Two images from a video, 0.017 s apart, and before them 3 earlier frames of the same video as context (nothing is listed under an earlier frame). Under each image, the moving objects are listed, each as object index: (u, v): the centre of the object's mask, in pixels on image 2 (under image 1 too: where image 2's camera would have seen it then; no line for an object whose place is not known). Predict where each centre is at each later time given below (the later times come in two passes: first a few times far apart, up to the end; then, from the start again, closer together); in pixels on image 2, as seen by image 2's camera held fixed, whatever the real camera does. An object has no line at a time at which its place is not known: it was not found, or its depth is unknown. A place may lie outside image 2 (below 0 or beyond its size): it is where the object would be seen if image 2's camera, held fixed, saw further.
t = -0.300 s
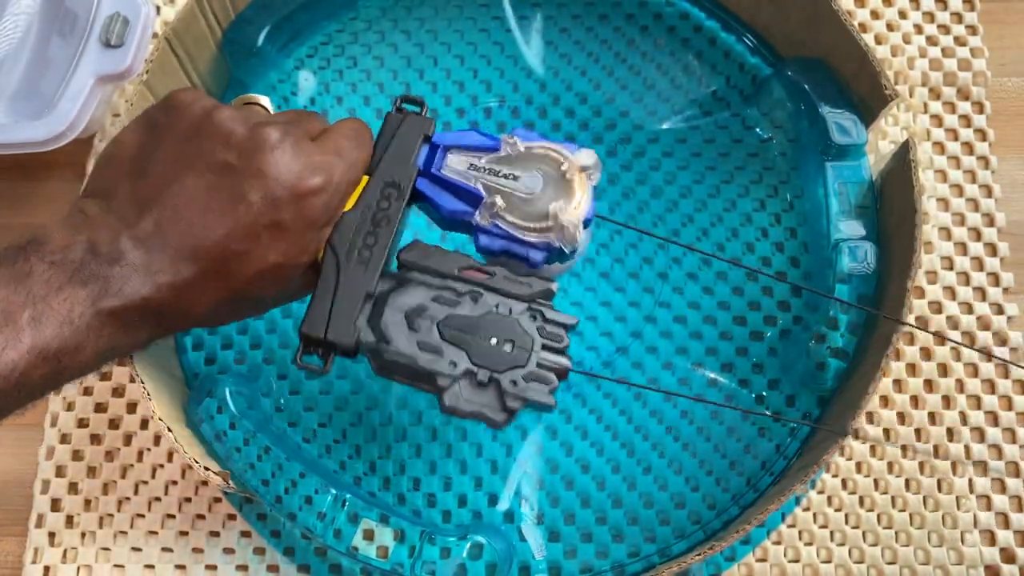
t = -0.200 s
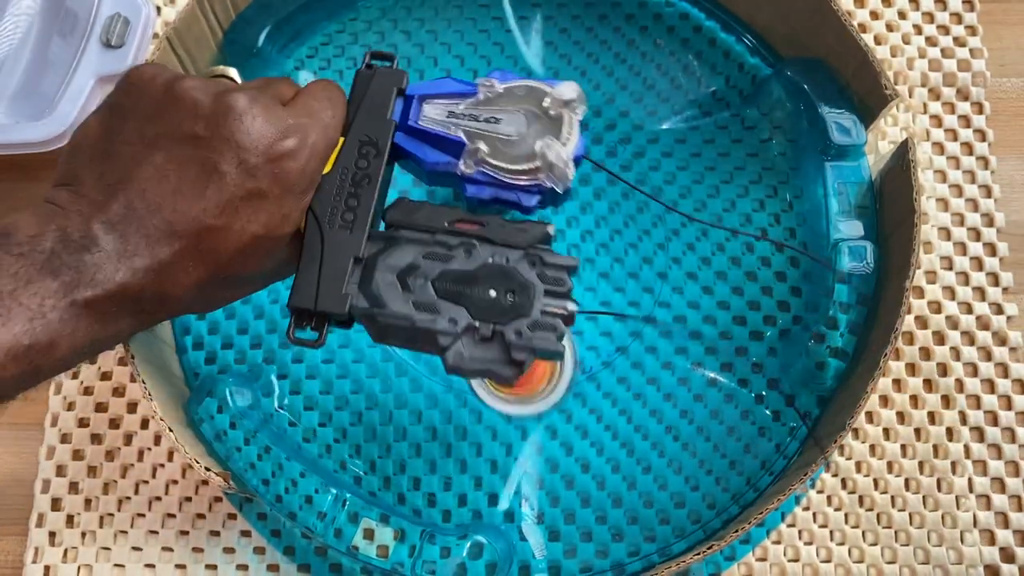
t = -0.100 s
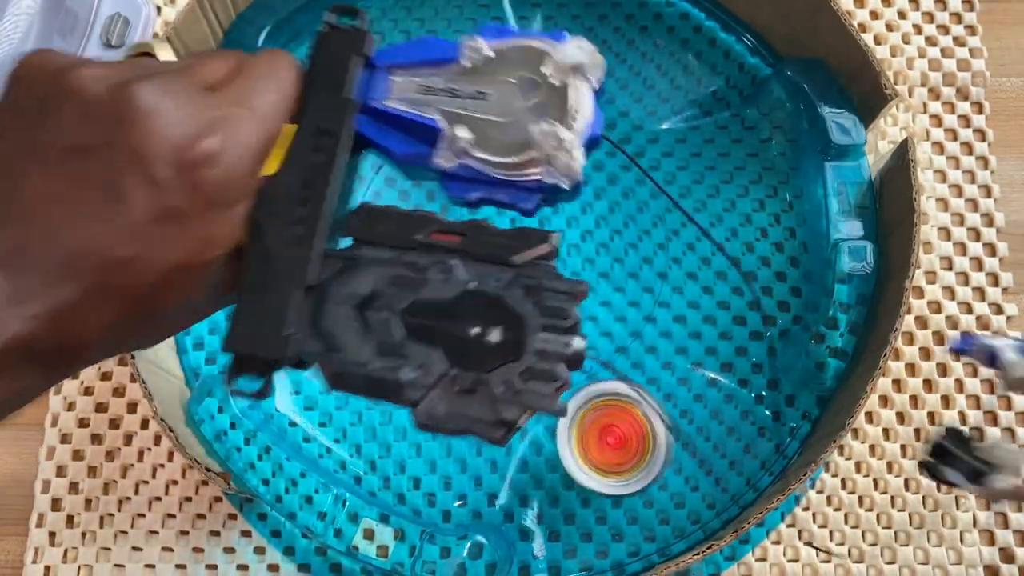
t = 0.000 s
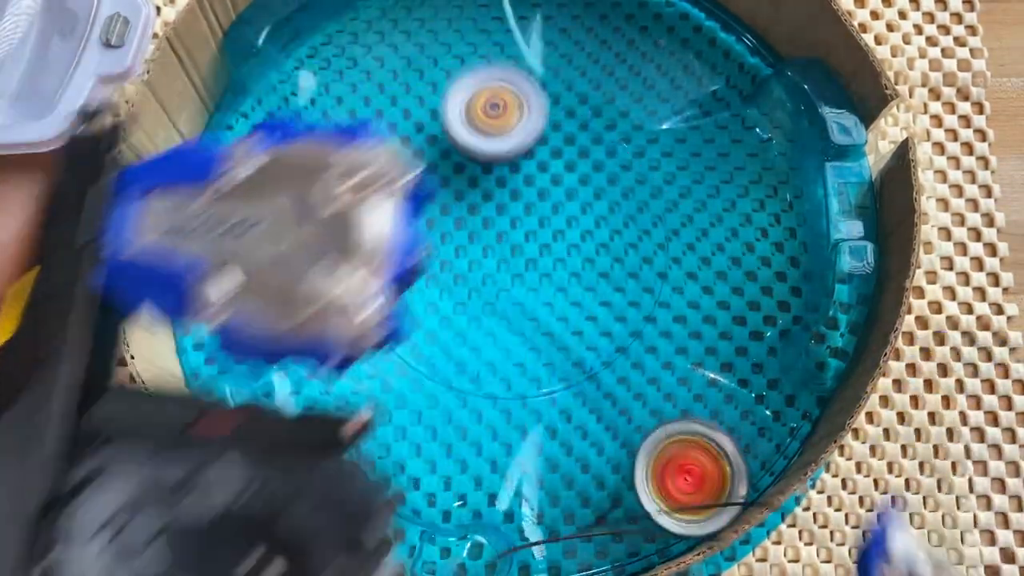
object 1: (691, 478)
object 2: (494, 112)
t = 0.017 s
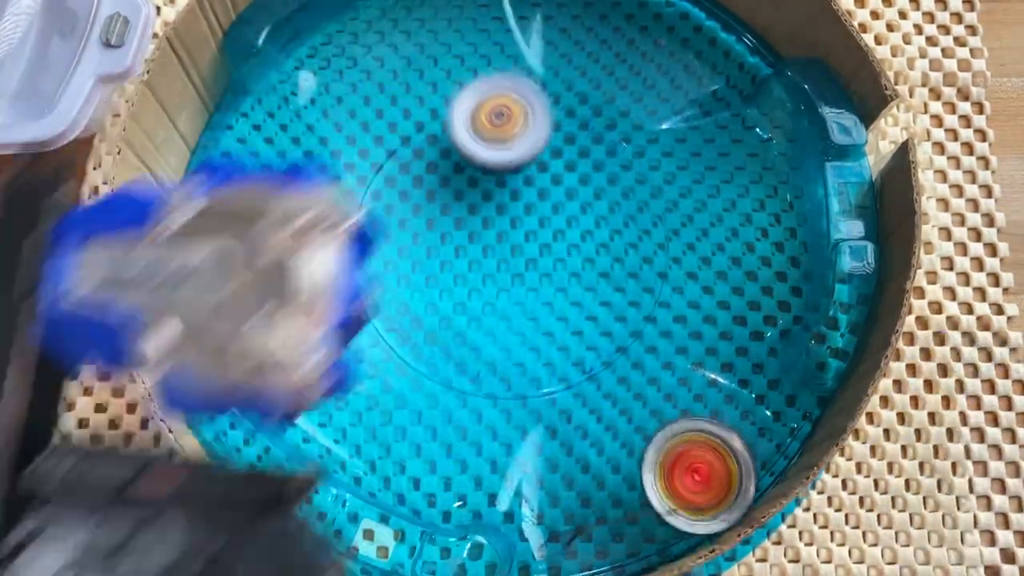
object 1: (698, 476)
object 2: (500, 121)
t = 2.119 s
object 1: (506, 285)
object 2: (574, 149)
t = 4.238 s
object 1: (613, 128)
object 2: (500, 111)
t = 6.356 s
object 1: (522, 287)
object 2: (449, 133)
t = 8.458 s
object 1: (514, 249)
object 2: (430, 350)
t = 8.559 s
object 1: (522, 247)
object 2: (399, 323)
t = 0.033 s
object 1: (701, 466)
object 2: (505, 129)
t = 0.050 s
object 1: (701, 453)
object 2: (512, 140)
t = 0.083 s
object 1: (702, 428)
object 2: (527, 162)
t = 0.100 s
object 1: (703, 415)
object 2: (536, 175)
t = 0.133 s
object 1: (703, 389)
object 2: (554, 202)
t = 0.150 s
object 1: (703, 376)
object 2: (564, 216)
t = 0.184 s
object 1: (699, 349)
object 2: (582, 248)
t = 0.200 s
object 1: (695, 337)
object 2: (590, 264)
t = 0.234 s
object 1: (720, 329)
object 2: (576, 288)
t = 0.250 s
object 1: (748, 327)
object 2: (552, 293)
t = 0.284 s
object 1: (731, 301)
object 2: (506, 300)
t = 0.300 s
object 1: (717, 290)
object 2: (483, 303)
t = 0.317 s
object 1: (702, 281)
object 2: (462, 303)
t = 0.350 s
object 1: (671, 268)
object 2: (424, 298)
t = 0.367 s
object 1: (655, 264)
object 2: (407, 292)
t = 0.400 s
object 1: (623, 261)
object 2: (377, 277)
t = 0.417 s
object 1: (608, 261)
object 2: (365, 267)
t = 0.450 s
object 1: (579, 240)
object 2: (350, 243)
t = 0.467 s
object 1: (564, 232)
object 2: (345, 232)
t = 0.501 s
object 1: (538, 216)
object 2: (342, 206)
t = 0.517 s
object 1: (526, 208)
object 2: (344, 192)
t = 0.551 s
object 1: (507, 194)
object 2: (354, 166)
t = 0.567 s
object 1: (498, 189)
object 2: (362, 152)
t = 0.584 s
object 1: (490, 185)
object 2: (372, 139)
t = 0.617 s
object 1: (477, 184)
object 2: (396, 112)
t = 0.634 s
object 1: (477, 188)
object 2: (404, 94)
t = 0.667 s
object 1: (476, 197)
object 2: (424, 64)
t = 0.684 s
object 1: (475, 202)
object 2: (436, 52)
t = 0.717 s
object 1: (474, 212)
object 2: (465, 37)
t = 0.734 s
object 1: (473, 217)
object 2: (483, 31)
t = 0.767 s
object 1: (473, 225)
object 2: (518, 25)
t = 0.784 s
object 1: (473, 227)
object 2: (537, 25)
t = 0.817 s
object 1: (475, 230)
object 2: (570, 24)
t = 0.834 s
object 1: (477, 232)
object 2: (584, 23)
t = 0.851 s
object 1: (481, 233)
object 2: (598, 23)
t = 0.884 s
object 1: (488, 235)
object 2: (623, 24)
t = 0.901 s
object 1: (492, 235)
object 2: (634, 25)
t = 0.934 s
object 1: (500, 232)
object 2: (655, 27)
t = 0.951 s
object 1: (504, 231)
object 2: (665, 29)
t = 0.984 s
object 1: (511, 225)
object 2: (683, 34)
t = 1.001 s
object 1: (514, 222)
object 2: (692, 37)
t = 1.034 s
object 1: (519, 216)
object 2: (707, 46)
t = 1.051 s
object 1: (521, 212)
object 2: (714, 52)
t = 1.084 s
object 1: (524, 205)
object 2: (708, 59)
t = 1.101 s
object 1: (525, 200)
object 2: (699, 63)
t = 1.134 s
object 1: (524, 193)
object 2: (680, 70)
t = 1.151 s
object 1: (524, 189)
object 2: (670, 73)
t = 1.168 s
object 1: (523, 185)
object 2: (661, 77)
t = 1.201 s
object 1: (520, 181)
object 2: (644, 86)
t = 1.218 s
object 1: (518, 180)
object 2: (636, 91)
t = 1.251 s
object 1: (514, 181)
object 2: (618, 107)
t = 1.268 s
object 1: (512, 182)
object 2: (610, 117)
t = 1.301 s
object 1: (492, 194)
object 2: (604, 133)
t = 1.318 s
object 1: (479, 203)
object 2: (606, 139)
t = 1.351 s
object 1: (458, 224)
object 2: (608, 156)
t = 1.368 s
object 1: (449, 234)
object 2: (609, 167)
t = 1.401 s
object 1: (436, 255)
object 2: (609, 193)
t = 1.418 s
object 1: (433, 265)
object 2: (607, 208)
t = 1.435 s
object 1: (430, 276)
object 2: (604, 223)
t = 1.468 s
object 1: (430, 295)
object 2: (593, 255)
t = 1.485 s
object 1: (432, 304)
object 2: (584, 271)
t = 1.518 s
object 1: (441, 321)
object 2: (561, 299)
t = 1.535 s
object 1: (439, 330)
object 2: (553, 308)
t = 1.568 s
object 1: (401, 351)
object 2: (568, 312)
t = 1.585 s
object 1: (387, 357)
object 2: (573, 313)
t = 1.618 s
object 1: (357, 372)
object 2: (579, 312)
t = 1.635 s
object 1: (344, 379)
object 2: (579, 311)
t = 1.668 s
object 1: (325, 391)
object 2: (575, 306)
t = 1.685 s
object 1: (320, 396)
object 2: (570, 302)
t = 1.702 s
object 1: (322, 395)
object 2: (565, 299)
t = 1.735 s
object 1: (333, 388)
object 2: (551, 292)
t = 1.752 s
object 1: (341, 385)
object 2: (545, 287)
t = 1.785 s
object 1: (357, 378)
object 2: (532, 275)
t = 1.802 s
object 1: (366, 374)
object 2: (526, 270)
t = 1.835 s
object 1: (385, 368)
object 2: (516, 255)
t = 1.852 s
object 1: (395, 365)
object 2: (513, 247)
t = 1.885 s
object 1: (413, 359)
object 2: (511, 229)
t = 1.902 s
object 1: (423, 357)
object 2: (510, 221)
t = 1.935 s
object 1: (445, 351)
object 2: (514, 203)
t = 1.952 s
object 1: (454, 347)
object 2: (518, 193)
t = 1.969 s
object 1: (462, 343)
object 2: (522, 187)
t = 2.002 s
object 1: (478, 334)
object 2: (533, 171)
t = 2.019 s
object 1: (485, 328)
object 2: (538, 164)
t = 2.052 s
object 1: (496, 314)
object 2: (550, 155)
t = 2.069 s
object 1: (500, 307)
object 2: (556, 152)
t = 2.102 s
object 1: (504, 292)
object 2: (569, 149)
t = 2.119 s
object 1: (506, 285)
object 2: (574, 149)
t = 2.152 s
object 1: (507, 269)
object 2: (585, 153)
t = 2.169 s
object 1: (507, 261)
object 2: (590, 155)
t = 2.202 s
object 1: (504, 246)
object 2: (599, 167)
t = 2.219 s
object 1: (502, 238)
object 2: (604, 172)
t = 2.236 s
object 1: (499, 230)
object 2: (607, 179)
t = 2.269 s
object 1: (492, 215)
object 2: (613, 197)
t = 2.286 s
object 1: (488, 208)
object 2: (614, 206)
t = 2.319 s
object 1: (478, 197)
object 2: (613, 226)
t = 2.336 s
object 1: (473, 191)
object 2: (611, 236)
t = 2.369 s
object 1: (460, 183)
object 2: (602, 254)
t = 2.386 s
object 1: (454, 180)
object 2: (594, 264)
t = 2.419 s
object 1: (442, 176)
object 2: (576, 279)
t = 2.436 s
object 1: (436, 175)
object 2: (564, 285)
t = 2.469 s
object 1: (423, 176)
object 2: (539, 293)
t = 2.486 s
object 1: (417, 178)
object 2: (526, 294)
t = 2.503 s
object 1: (413, 180)
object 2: (513, 293)
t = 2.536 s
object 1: (405, 187)
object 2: (485, 288)
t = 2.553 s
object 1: (403, 191)
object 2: (473, 283)
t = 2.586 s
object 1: (368, 158)
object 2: (476, 295)
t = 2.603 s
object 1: (339, 133)
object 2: (486, 308)
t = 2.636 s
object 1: (297, 102)
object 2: (504, 328)
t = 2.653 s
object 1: (295, 107)
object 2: (512, 336)
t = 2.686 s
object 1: (290, 126)
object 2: (525, 348)
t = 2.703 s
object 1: (290, 138)
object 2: (530, 352)
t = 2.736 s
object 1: (294, 172)
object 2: (534, 353)
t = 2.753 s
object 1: (299, 193)
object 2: (533, 353)
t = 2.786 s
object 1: (300, 208)
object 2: (529, 350)
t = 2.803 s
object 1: (300, 215)
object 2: (525, 348)
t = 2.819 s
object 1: (301, 223)
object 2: (521, 345)
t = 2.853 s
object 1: (310, 246)
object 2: (508, 335)
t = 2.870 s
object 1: (310, 249)
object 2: (500, 329)
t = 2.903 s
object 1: (312, 259)
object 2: (482, 315)
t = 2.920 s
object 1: (313, 265)
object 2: (474, 308)
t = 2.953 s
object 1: (319, 271)
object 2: (461, 288)
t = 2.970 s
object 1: (321, 271)
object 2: (457, 278)
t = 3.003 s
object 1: (323, 270)
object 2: (450, 254)
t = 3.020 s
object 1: (327, 271)
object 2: (448, 243)
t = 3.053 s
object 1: (340, 270)
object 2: (451, 220)
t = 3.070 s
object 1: (350, 269)
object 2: (454, 209)
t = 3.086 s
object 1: (361, 269)
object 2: (458, 198)
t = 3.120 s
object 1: (383, 272)
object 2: (470, 177)
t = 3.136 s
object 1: (398, 273)
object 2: (477, 167)
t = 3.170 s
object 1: (426, 272)
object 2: (494, 154)
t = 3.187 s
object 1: (438, 269)
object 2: (504, 148)
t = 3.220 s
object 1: (460, 265)
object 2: (526, 141)
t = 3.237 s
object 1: (472, 263)
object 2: (536, 140)
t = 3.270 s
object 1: (493, 253)
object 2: (559, 141)
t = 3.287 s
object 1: (502, 248)
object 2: (570, 143)
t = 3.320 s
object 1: (517, 238)
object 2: (589, 152)
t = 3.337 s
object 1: (523, 234)
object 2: (599, 157)
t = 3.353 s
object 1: (523, 232)
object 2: (613, 159)
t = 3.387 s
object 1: (523, 225)
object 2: (636, 168)
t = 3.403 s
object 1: (524, 223)
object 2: (645, 175)
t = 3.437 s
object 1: (528, 214)
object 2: (660, 192)
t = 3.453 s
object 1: (529, 209)
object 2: (663, 201)
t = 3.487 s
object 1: (529, 201)
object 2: (661, 228)
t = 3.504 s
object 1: (530, 198)
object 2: (658, 241)
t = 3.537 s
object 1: (530, 188)
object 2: (647, 266)
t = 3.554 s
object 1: (528, 185)
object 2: (639, 279)
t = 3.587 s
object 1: (527, 181)
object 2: (620, 304)
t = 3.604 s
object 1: (526, 178)
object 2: (608, 313)
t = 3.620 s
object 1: (524, 176)
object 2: (597, 321)
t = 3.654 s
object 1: (520, 174)
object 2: (567, 332)
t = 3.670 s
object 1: (520, 175)
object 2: (552, 335)
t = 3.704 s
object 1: (517, 173)
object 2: (522, 333)
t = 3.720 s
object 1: (516, 174)
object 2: (507, 330)
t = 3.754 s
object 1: (516, 177)
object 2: (479, 316)
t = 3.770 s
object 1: (515, 176)
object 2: (466, 308)
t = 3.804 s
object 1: (513, 179)
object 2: (445, 287)
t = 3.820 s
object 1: (513, 181)
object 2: (437, 275)
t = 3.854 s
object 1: (515, 185)
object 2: (424, 248)
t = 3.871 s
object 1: (517, 186)
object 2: (420, 235)
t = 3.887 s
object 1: (530, 179)
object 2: (406, 227)
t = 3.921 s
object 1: (559, 166)
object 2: (383, 210)
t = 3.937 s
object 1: (570, 160)
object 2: (374, 200)
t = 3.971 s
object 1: (585, 151)
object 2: (365, 180)
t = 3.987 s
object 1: (592, 149)
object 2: (363, 171)
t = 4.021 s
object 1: (602, 141)
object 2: (371, 156)
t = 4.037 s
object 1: (603, 138)
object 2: (377, 150)
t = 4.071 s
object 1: (607, 136)
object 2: (396, 141)
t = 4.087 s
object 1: (608, 133)
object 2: (407, 137)
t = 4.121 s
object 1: (605, 127)
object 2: (430, 127)
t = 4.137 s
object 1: (603, 127)
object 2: (443, 122)
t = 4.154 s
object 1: (603, 127)
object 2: (456, 118)
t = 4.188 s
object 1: (598, 123)
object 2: (483, 112)
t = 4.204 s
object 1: (599, 125)
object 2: (494, 111)
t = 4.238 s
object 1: (613, 128)
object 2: (500, 111)
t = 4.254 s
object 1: (619, 134)
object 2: (504, 113)
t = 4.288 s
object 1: (622, 145)
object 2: (510, 122)
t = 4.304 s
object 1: (621, 152)
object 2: (513, 128)
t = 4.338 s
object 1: (622, 165)
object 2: (517, 143)
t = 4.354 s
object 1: (626, 171)
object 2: (515, 152)
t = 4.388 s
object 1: (640, 182)
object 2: (505, 168)
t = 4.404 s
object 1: (645, 187)
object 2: (501, 176)
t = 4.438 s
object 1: (649, 199)
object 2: (490, 190)
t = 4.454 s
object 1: (648, 205)
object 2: (485, 195)
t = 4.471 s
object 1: (646, 211)
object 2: (480, 201)
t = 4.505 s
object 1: (639, 223)
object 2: (467, 211)
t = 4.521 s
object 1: (635, 230)
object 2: (461, 215)
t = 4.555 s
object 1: (627, 240)
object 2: (448, 221)
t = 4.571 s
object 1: (621, 245)
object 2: (442, 223)
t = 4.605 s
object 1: (609, 256)
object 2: (429, 226)
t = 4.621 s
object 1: (603, 260)
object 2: (424, 225)
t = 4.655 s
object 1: (590, 268)
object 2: (412, 223)
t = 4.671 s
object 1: (583, 273)
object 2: (408, 222)
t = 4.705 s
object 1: (571, 281)
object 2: (400, 215)
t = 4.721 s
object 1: (565, 284)
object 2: (396, 211)
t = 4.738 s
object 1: (557, 287)
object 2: (393, 207)
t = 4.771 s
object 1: (545, 293)
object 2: (388, 200)
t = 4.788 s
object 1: (539, 296)
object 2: (387, 196)
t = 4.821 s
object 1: (526, 300)
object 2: (386, 190)
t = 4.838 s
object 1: (520, 303)
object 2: (387, 187)
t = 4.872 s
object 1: (511, 304)
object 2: (392, 180)
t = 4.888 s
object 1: (505, 307)
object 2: (394, 178)
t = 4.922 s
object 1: (497, 309)
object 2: (405, 176)
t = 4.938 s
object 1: (494, 309)
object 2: (411, 176)
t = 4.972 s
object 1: (487, 311)
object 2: (423, 176)
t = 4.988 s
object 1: (485, 310)
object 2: (430, 177)
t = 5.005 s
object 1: (482, 311)
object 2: (437, 180)
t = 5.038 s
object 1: (478, 312)
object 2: (450, 187)
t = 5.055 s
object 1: (476, 311)
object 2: (457, 192)
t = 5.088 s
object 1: (474, 310)
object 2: (470, 204)
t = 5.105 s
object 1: (473, 314)
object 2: (473, 207)
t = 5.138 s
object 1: (474, 326)
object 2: (482, 210)
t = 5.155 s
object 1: (475, 332)
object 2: (486, 213)
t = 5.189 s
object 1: (476, 345)
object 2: (493, 220)
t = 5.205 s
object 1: (478, 350)
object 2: (495, 225)
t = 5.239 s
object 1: (480, 361)
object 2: (500, 236)
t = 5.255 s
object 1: (482, 364)
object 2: (500, 243)
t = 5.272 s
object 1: (484, 367)
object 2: (499, 249)
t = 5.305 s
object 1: (487, 372)
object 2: (497, 261)
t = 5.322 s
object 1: (490, 370)
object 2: (495, 266)
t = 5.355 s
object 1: (493, 402)
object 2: (490, 234)
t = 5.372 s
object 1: (497, 421)
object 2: (488, 216)
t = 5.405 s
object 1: (502, 460)
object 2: (487, 184)
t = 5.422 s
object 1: (509, 477)
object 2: (488, 170)
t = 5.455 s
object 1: (542, 467)
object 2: (491, 147)
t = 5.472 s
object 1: (558, 463)
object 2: (494, 137)
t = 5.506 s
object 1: (593, 449)
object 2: (504, 122)
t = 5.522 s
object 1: (608, 443)
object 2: (510, 117)
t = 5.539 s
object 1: (623, 438)
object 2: (517, 113)
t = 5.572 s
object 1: (649, 426)
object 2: (532, 108)
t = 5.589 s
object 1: (662, 422)
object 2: (543, 108)
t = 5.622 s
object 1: (681, 410)
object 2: (562, 110)
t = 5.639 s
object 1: (691, 407)
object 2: (571, 112)
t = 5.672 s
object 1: (702, 397)
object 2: (588, 120)
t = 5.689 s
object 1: (709, 394)
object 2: (597, 126)
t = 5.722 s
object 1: (713, 386)
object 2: (613, 141)
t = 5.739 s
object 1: (716, 384)
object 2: (618, 147)
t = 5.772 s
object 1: (713, 378)
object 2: (626, 168)
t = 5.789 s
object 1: (712, 377)
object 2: (628, 177)
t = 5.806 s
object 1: (707, 374)
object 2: (632, 188)
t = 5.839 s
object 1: (698, 372)
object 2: (630, 210)
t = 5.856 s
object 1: (690, 371)
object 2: (626, 221)
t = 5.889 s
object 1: (674, 370)
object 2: (616, 244)
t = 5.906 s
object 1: (663, 368)
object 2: (610, 252)
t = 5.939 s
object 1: (644, 366)
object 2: (592, 271)
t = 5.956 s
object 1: (634, 369)
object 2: (580, 275)
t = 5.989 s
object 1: (624, 379)
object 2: (548, 277)
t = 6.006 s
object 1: (616, 383)
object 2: (534, 275)
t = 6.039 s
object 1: (602, 385)
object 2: (505, 269)
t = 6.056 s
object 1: (594, 387)
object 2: (493, 264)
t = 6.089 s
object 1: (580, 382)
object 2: (472, 252)
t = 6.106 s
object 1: (574, 381)
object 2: (464, 246)
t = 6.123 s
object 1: (570, 376)
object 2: (455, 239)
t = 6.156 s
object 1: (561, 364)
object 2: (443, 223)
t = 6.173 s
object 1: (559, 357)
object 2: (437, 214)
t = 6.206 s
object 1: (552, 341)
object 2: (430, 198)
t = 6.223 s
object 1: (550, 333)
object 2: (430, 190)
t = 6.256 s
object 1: (543, 320)
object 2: (428, 173)
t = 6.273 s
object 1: (540, 314)
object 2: (430, 166)
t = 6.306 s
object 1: (533, 302)
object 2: (435, 151)
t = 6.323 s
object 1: (529, 297)
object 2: (439, 144)
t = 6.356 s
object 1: (522, 287)
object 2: (449, 133)
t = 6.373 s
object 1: (517, 281)
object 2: (455, 128)
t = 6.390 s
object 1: (513, 275)
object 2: (460, 125)
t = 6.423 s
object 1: (505, 266)
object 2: (474, 122)
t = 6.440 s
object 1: (503, 260)
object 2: (481, 122)
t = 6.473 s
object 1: (495, 251)
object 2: (495, 125)
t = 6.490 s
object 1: (492, 246)
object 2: (502, 127)
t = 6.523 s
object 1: (484, 237)
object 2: (513, 135)
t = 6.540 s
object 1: (483, 233)
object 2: (519, 141)
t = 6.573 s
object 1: (452, 289)
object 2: (540, 106)
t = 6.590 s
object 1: (435, 320)
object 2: (550, 86)
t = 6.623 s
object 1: (414, 371)
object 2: (569, 60)
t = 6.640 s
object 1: (402, 393)
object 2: (576, 49)
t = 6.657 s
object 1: (395, 415)
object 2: (584, 44)
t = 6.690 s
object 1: (386, 445)
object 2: (594, 35)
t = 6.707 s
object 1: (394, 441)
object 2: (599, 32)
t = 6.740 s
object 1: (410, 439)
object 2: (602, 27)
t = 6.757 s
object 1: (418, 437)
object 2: (602, 25)
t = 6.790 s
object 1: (437, 433)
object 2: (602, 22)
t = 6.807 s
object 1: (443, 426)
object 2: (599, 21)
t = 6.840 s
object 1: (462, 415)
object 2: (599, 19)
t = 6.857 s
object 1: (470, 412)
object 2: (597, 19)
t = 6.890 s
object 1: (487, 399)
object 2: (594, 16)
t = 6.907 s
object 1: (495, 396)
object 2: (593, 16)
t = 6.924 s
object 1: (501, 388)
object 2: (590, 15)
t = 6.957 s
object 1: (515, 375)
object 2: (588, 14)
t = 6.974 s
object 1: (520, 366)
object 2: (583, 13)
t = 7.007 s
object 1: (530, 351)
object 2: (579, 12)
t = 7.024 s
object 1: (533, 343)
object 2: (574, 13)
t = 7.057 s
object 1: (541, 326)
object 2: (571, 11)
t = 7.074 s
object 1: (543, 319)
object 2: (568, 12)
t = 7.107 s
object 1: (546, 300)
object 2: (562, 11)
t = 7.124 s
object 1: (549, 293)
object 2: (561, 12)
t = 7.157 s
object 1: (549, 275)
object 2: (555, 13)
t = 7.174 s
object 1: (551, 266)
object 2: (555, 13)
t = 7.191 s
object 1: (549, 257)
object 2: (551, 13)
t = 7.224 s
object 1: (548, 241)
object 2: (553, 14)
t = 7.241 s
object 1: (545, 233)
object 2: (551, 15)
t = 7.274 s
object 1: (542, 219)
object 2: (552, 16)
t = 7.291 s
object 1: (540, 214)
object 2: (550, 16)
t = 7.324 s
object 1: (535, 199)
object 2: (550, 16)
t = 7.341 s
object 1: (534, 196)
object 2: (546, 17)
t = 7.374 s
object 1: (528, 185)
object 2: (546, 17)
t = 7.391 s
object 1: (527, 179)
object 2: (544, 18)
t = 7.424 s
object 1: (522, 172)
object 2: (547, 18)
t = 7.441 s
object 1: (519, 166)
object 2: (545, 19)
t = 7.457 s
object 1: (515, 164)
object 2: (548, 19)
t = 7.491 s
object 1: (511, 156)
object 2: (548, 22)
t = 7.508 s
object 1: (509, 155)
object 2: (551, 22)
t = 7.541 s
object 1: (504, 149)
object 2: (551, 26)
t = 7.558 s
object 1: (503, 148)
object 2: (553, 27)
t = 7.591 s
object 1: (498, 146)
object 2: (554, 33)
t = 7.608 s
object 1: (497, 142)
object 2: (556, 34)
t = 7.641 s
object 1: (495, 142)
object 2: (556, 42)
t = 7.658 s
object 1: (492, 140)
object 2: (558, 43)
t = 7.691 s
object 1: (491, 141)
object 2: (555, 53)
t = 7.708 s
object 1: (488, 141)
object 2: (557, 59)
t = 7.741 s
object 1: (480, 153)
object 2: (564, 68)
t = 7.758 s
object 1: (476, 158)
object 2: (570, 73)
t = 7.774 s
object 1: (474, 164)
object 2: (577, 80)
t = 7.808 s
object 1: (471, 174)
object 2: (587, 98)
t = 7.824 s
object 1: (472, 178)
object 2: (593, 110)
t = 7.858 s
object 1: (470, 187)
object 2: (602, 131)
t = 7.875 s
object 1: (470, 189)
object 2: (606, 143)
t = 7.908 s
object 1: (471, 198)
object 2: (611, 162)
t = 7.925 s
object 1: (470, 201)
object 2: (613, 176)
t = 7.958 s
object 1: (473, 207)
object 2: (614, 197)
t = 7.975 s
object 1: (473, 212)
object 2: (612, 207)
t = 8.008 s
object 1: (474, 217)
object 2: (611, 228)
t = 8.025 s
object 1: (476, 220)
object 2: (607, 239)
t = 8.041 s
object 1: (477, 222)
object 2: (605, 250)
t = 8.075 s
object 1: (480, 228)
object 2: (597, 268)
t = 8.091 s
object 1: (479, 231)
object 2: (593, 279)
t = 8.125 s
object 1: (484, 235)
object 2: (583, 296)
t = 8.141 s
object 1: (486, 239)
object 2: (576, 306)
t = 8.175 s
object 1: (490, 242)
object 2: (565, 321)
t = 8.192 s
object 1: (494, 242)
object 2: (557, 329)
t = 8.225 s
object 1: (498, 244)
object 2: (542, 341)
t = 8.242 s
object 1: (502, 244)
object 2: (533, 345)
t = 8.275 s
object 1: (505, 244)
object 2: (518, 354)
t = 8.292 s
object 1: (505, 245)
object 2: (508, 358)
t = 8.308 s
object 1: (508, 246)
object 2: (500, 358)
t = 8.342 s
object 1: (509, 247)
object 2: (482, 361)
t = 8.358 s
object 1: (511, 246)
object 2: (476, 361)
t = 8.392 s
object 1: (512, 247)
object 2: (459, 358)
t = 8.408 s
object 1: (512, 247)
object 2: (452, 359)
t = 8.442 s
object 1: (515, 248)
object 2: (438, 353)
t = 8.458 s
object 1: (514, 249)
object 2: (430, 350)
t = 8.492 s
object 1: (516, 249)
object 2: (418, 343)
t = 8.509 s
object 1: (519, 249)
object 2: (413, 339)
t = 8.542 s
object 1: (520, 249)
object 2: (403, 329)
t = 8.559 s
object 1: (522, 247)
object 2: (399, 323)
